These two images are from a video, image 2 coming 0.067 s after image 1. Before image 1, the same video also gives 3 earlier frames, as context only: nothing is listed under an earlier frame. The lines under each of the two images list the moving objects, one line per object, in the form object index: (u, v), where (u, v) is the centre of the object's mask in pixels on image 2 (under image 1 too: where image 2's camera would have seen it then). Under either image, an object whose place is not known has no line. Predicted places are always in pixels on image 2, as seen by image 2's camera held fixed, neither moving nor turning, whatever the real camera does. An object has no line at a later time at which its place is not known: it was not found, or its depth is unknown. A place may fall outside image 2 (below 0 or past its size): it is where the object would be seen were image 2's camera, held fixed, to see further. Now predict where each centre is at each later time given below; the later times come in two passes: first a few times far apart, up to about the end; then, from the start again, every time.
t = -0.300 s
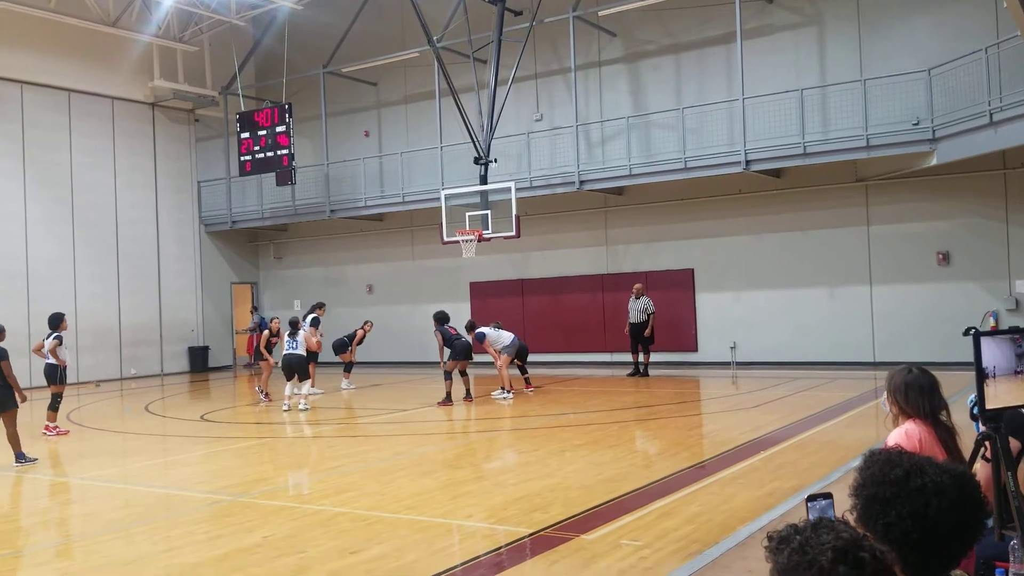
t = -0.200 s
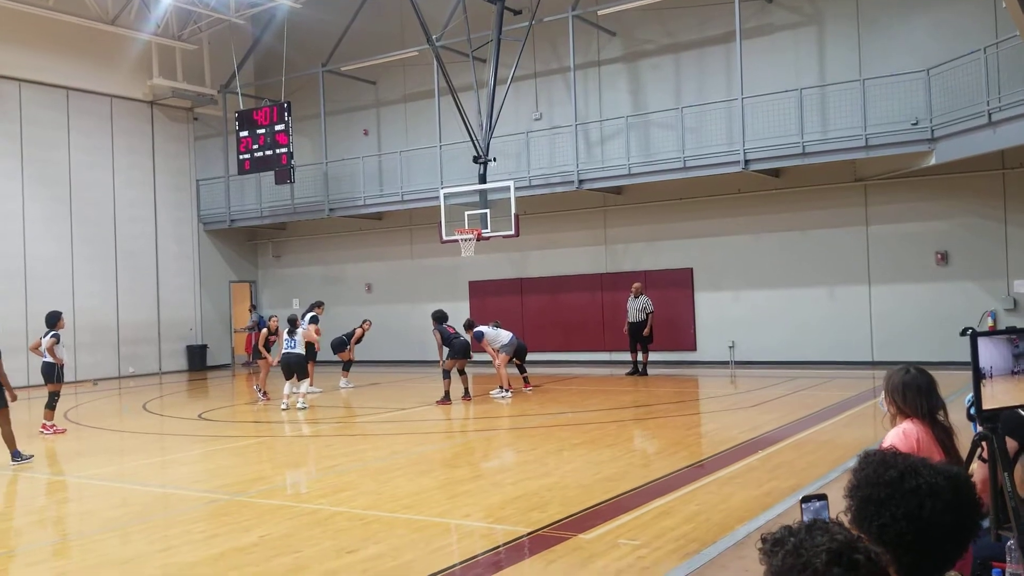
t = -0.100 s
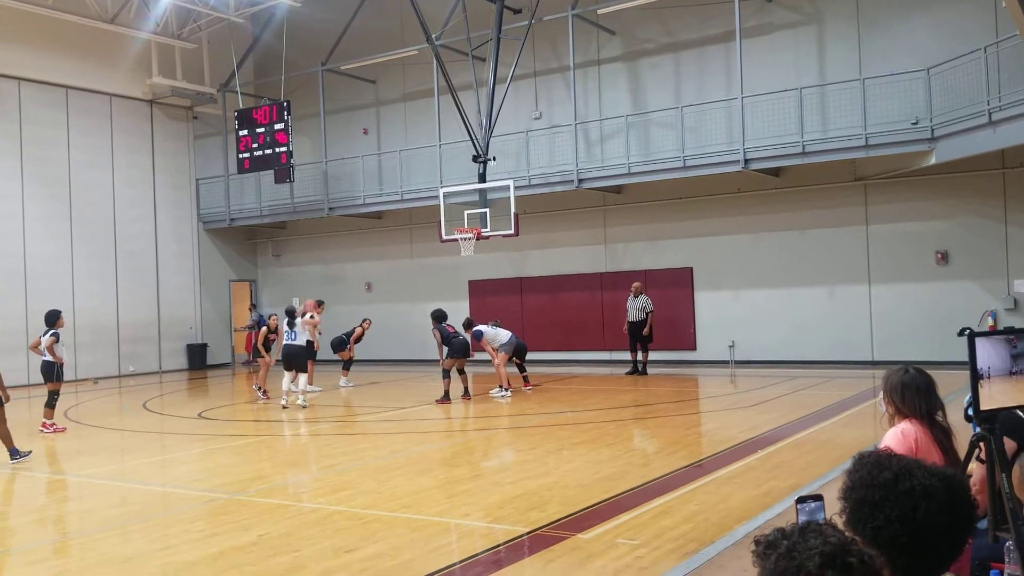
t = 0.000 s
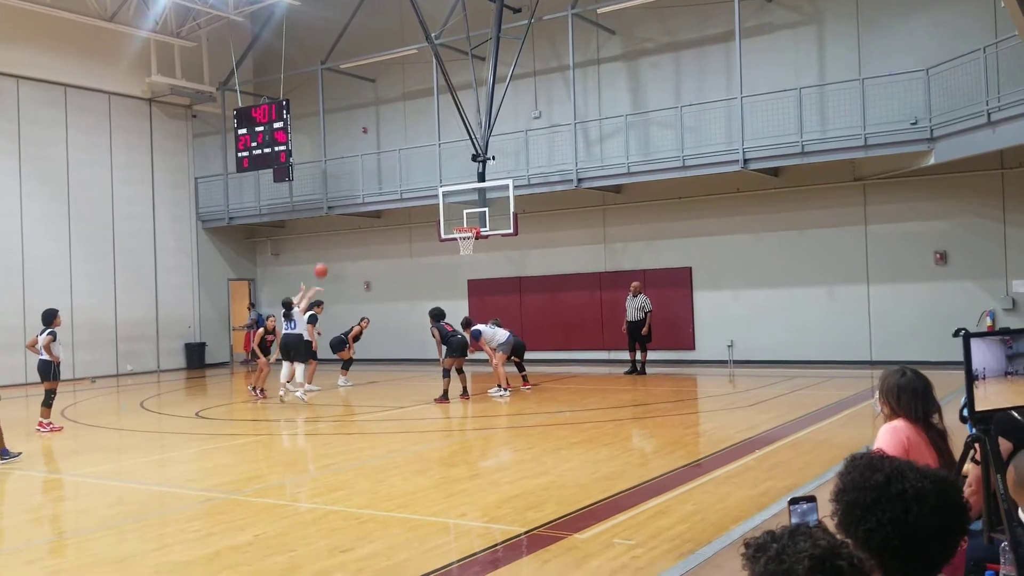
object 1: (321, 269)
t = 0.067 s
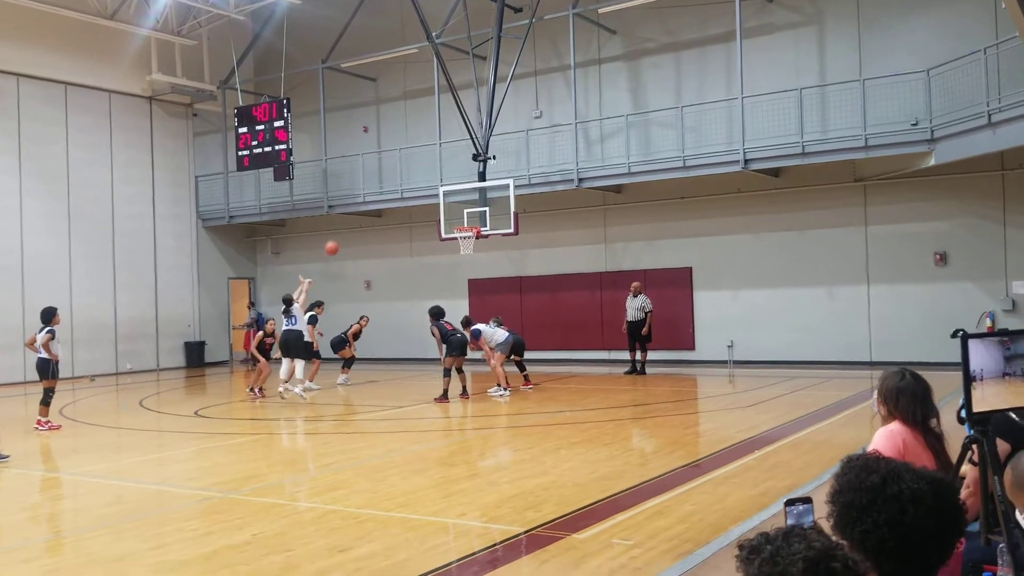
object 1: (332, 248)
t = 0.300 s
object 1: (367, 197)
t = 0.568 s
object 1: (405, 178)
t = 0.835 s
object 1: (440, 196)
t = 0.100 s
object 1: (336, 238)
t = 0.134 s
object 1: (342, 230)
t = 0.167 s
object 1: (347, 221)
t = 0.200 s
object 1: (352, 215)
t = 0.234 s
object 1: (357, 208)
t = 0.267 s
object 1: (362, 202)
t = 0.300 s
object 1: (367, 197)
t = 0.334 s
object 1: (372, 192)
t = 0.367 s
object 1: (377, 188)
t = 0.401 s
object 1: (382, 185)
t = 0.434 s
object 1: (386, 182)
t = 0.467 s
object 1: (391, 181)
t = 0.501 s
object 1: (396, 179)
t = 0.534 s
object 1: (400, 178)
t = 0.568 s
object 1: (405, 178)
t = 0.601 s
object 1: (410, 179)
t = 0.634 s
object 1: (414, 179)
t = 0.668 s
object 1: (419, 181)
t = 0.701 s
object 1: (423, 183)
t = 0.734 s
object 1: (427, 185)
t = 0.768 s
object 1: (432, 189)
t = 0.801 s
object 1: (436, 192)
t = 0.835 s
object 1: (440, 196)
